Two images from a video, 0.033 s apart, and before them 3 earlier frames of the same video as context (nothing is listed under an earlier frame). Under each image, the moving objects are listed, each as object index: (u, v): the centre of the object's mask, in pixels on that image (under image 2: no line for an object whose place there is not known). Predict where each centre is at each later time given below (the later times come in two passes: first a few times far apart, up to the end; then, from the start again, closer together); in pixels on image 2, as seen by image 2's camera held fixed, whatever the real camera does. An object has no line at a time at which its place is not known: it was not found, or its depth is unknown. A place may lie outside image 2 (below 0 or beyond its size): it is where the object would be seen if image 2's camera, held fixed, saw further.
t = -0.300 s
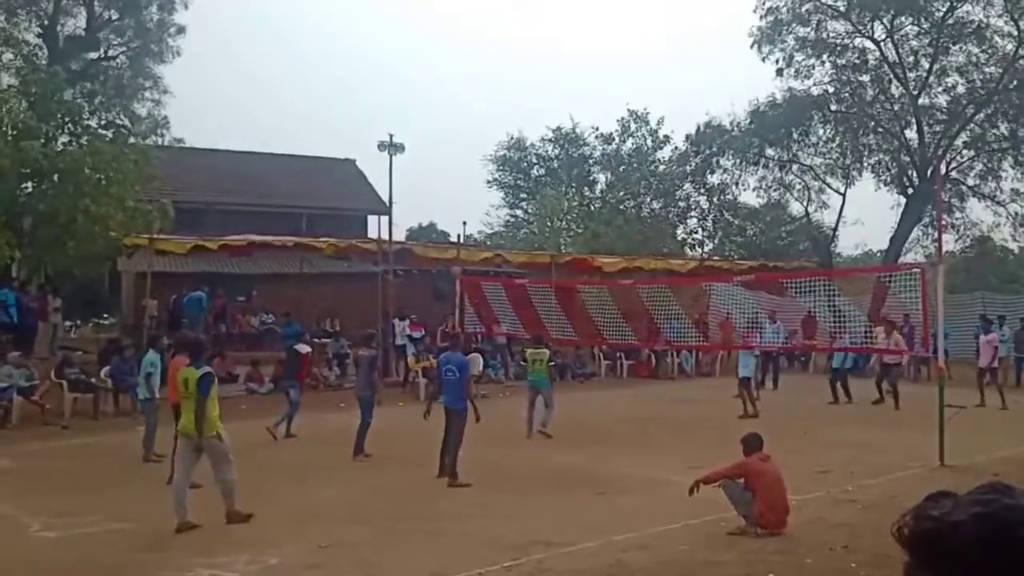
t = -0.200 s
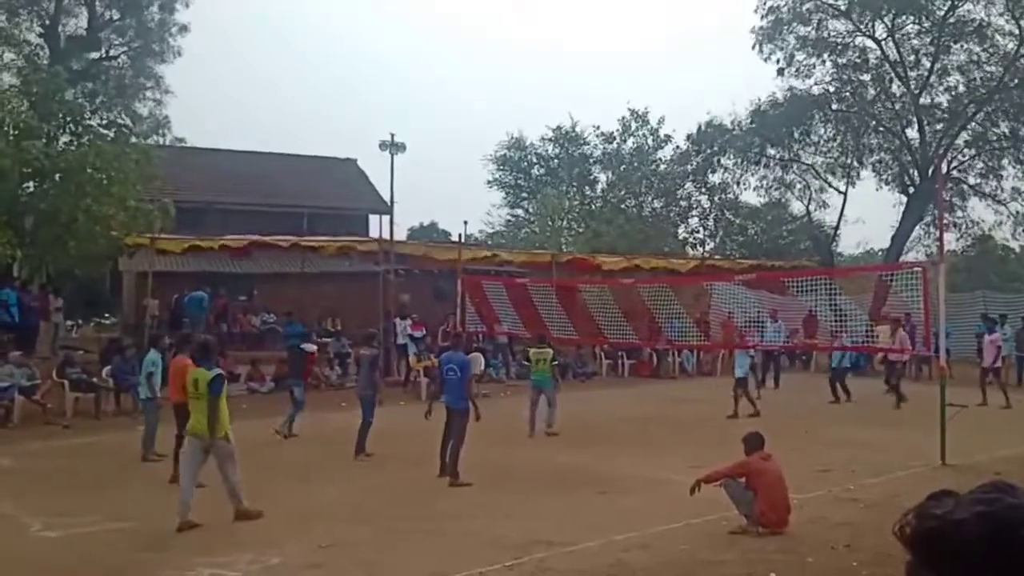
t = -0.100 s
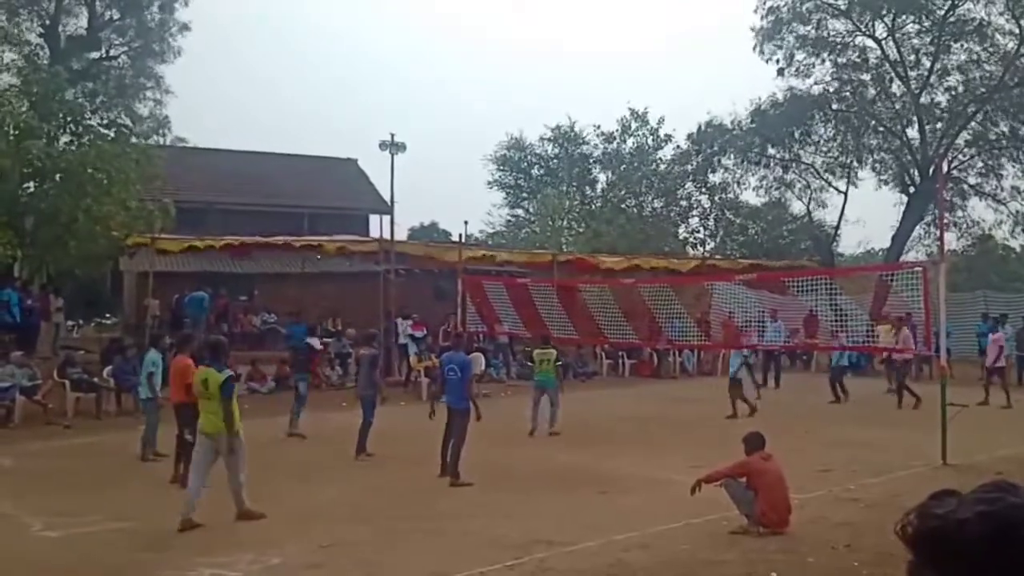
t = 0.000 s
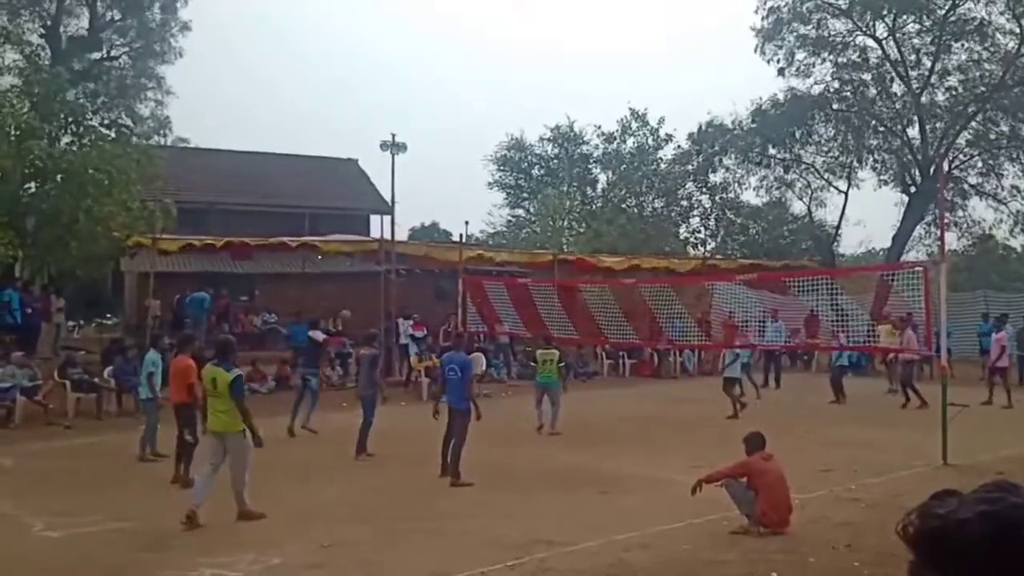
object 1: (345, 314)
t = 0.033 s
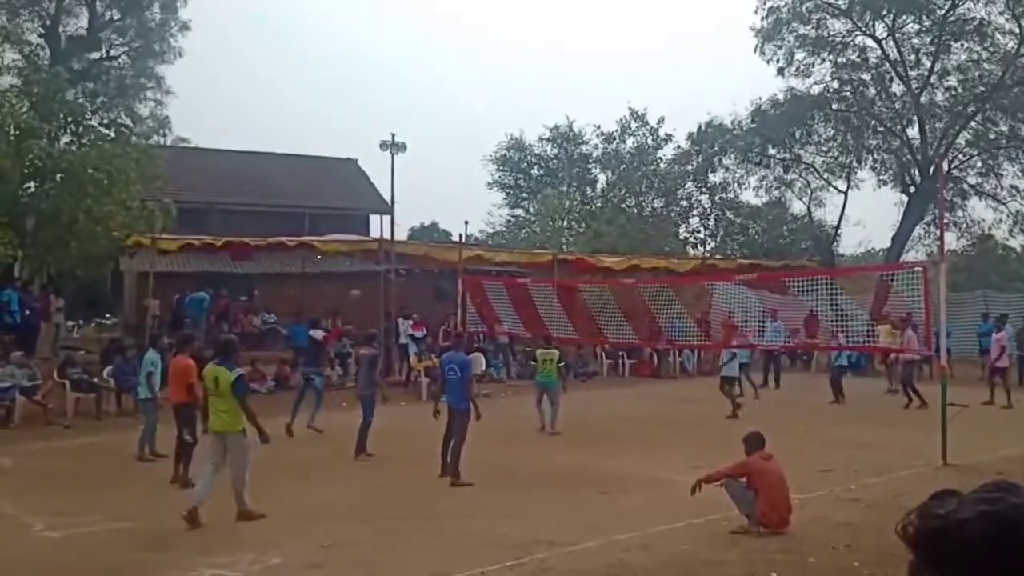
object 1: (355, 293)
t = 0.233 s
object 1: (414, 190)
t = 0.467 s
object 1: (475, 103)
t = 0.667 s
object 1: (523, 56)
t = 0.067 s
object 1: (365, 275)
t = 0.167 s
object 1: (397, 223)
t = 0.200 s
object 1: (404, 206)
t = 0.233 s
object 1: (414, 190)
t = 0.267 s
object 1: (423, 176)
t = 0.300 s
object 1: (432, 162)
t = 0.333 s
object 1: (441, 149)
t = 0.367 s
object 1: (450, 137)
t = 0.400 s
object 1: (459, 125)
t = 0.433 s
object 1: (467, 113)
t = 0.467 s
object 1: (475, 103)
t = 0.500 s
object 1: (483, 94)
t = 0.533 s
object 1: (492, 85)
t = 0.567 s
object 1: (499, 77)
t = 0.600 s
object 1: (508, 69)
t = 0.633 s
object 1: (515, 62)
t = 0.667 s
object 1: (523, 56)
